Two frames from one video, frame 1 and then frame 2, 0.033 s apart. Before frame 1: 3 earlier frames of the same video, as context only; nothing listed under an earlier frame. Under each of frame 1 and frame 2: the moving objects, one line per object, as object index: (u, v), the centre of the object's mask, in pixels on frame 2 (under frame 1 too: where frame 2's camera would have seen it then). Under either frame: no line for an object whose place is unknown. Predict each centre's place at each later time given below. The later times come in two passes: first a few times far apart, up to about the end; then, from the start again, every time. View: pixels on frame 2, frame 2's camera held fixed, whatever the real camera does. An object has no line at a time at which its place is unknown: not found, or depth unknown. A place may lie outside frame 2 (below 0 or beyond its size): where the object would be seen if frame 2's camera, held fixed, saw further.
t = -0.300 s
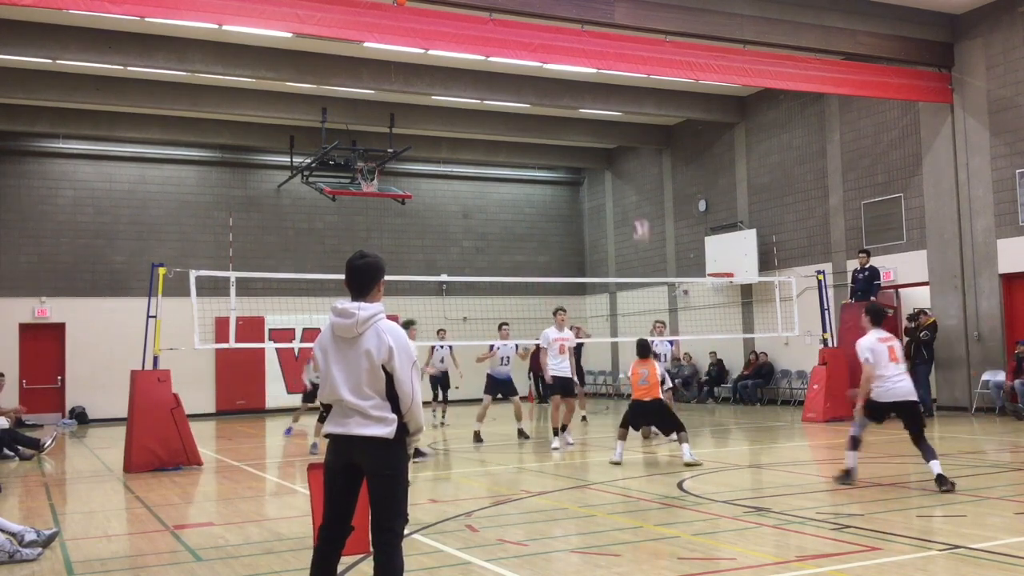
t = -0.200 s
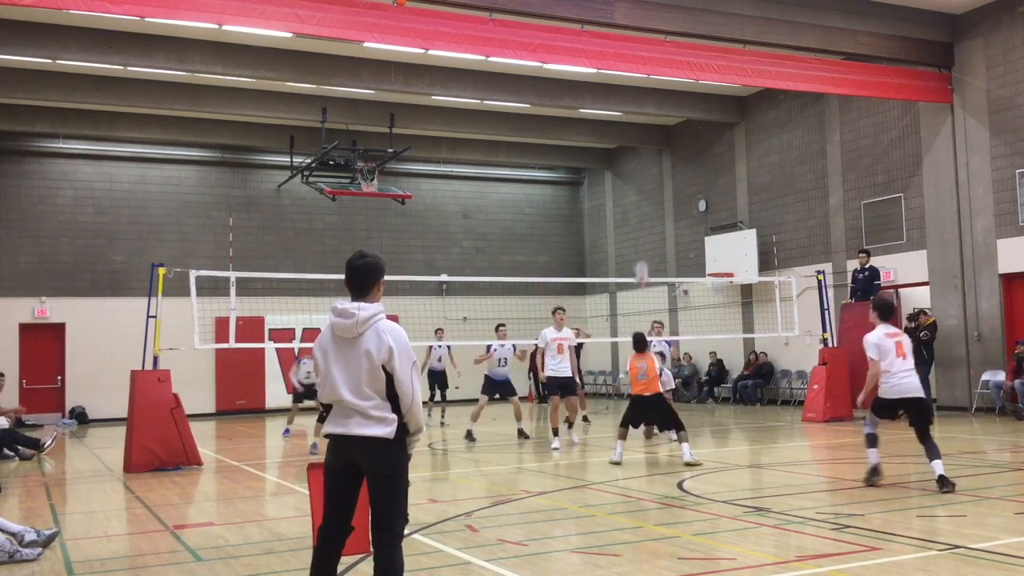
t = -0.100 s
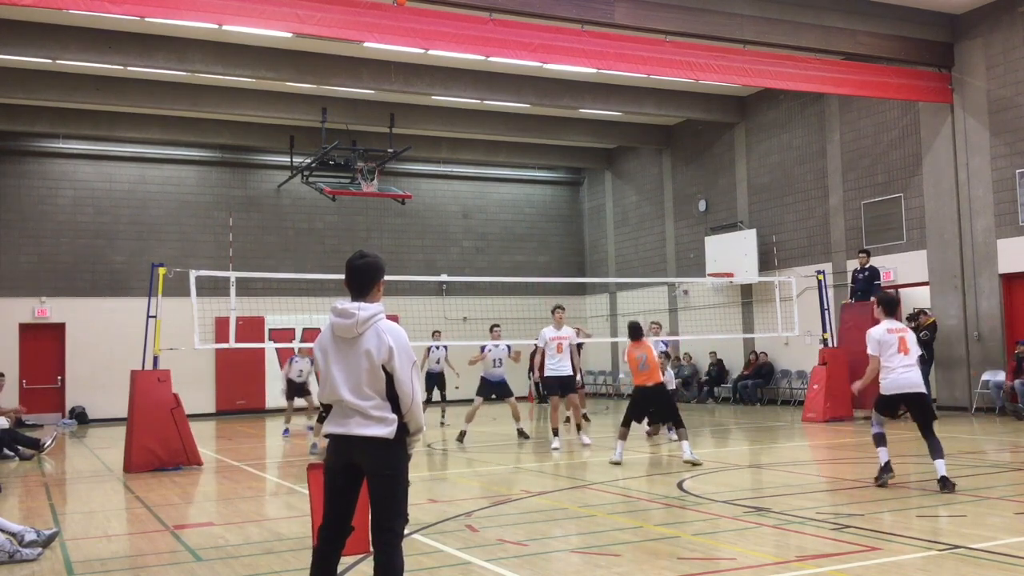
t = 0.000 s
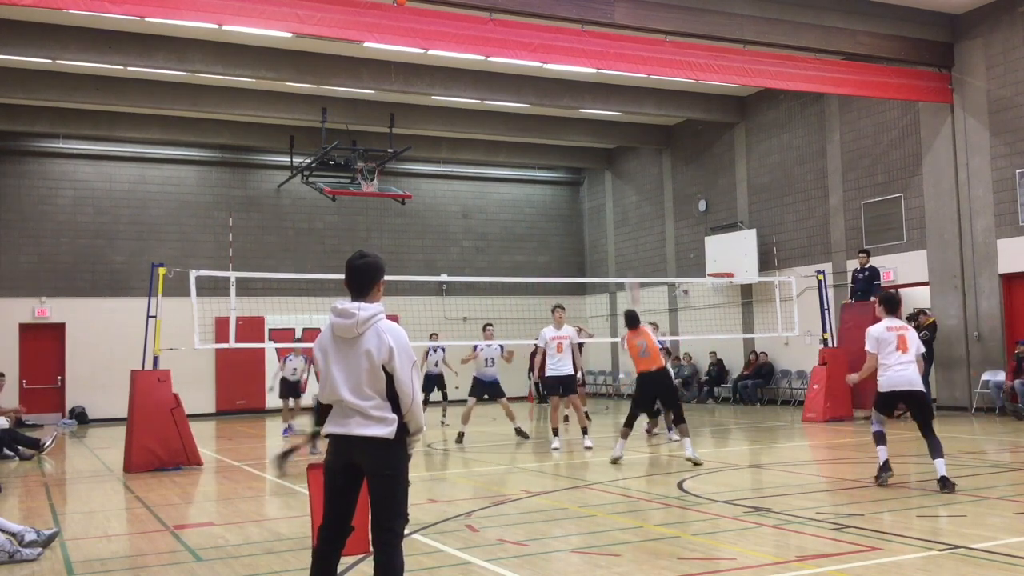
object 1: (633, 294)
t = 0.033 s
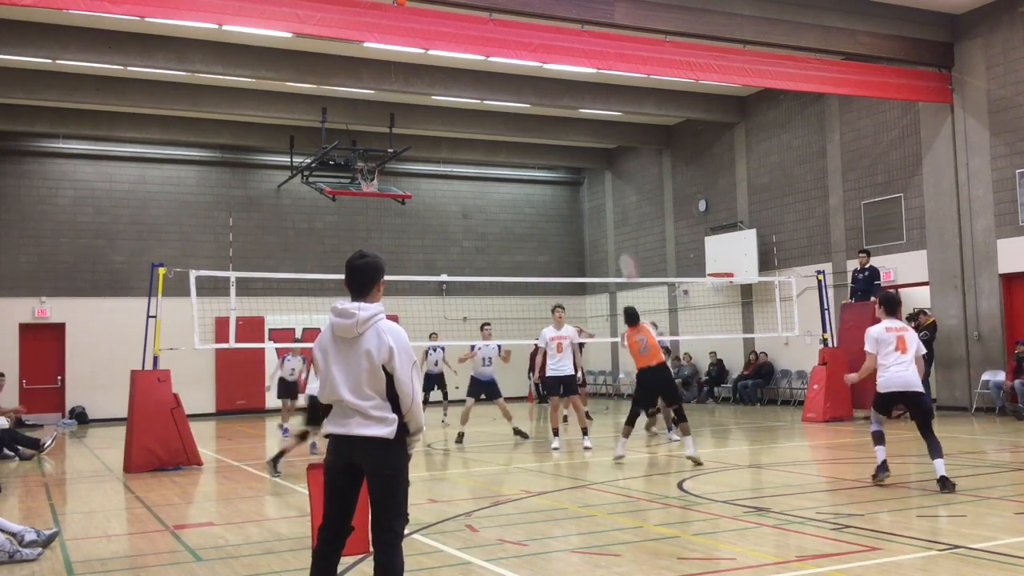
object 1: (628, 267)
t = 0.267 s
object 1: (603, 148)
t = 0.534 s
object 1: (578, 66)
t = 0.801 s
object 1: (554, 46)
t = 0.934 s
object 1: (544, 55)
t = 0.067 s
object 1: (623, 248)
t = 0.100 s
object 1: (620, 228)
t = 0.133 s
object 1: (617, 210)
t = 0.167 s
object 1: (612, 192)
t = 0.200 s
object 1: (609, 177)
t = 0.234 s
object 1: (606, 163)
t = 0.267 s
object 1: (603, 148)
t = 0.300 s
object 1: (599, 133)
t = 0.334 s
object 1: (596, 124)
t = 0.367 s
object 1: (593, 109)
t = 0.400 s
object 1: (589, 99)
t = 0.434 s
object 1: (586, 91)
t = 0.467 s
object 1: (583, 83)
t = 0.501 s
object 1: (582, 78)
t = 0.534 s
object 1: (578, 66)
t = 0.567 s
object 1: (573, 61)
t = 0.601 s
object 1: (571, 57)
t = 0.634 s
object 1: (568, 53)
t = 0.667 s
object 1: (565, 50)
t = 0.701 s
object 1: (562, 47)
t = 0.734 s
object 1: (559, 46)
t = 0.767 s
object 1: (556, 46)
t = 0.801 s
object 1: (554, 46)
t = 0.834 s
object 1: (551, 47)
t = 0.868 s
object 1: (548, 49)
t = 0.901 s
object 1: (546, 52)
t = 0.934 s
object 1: (544, 55)
